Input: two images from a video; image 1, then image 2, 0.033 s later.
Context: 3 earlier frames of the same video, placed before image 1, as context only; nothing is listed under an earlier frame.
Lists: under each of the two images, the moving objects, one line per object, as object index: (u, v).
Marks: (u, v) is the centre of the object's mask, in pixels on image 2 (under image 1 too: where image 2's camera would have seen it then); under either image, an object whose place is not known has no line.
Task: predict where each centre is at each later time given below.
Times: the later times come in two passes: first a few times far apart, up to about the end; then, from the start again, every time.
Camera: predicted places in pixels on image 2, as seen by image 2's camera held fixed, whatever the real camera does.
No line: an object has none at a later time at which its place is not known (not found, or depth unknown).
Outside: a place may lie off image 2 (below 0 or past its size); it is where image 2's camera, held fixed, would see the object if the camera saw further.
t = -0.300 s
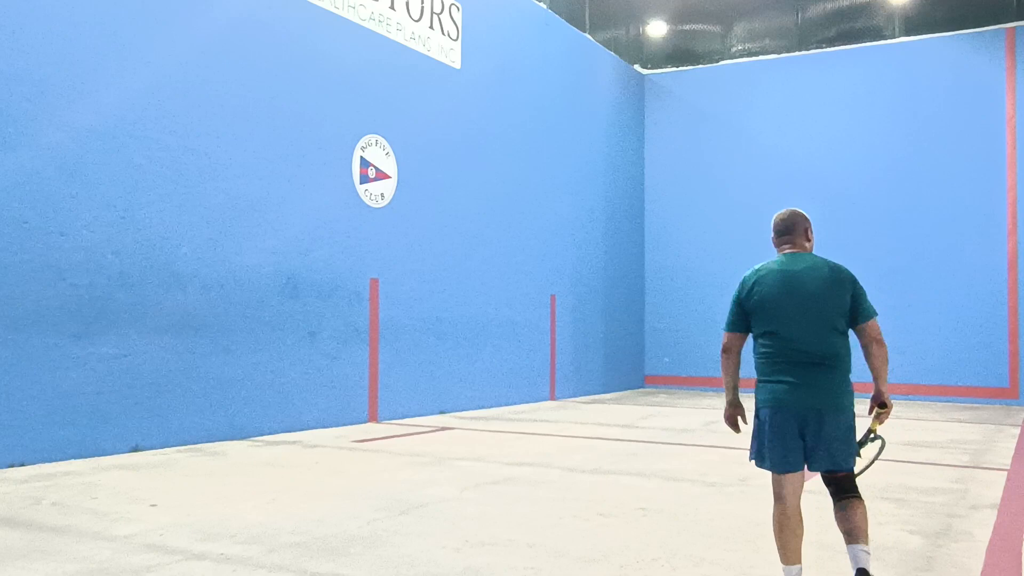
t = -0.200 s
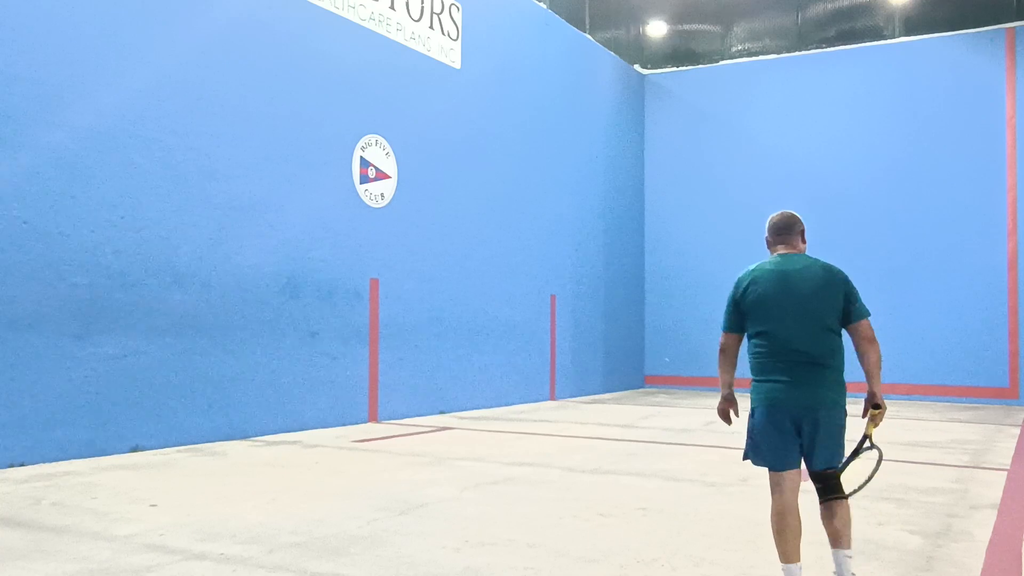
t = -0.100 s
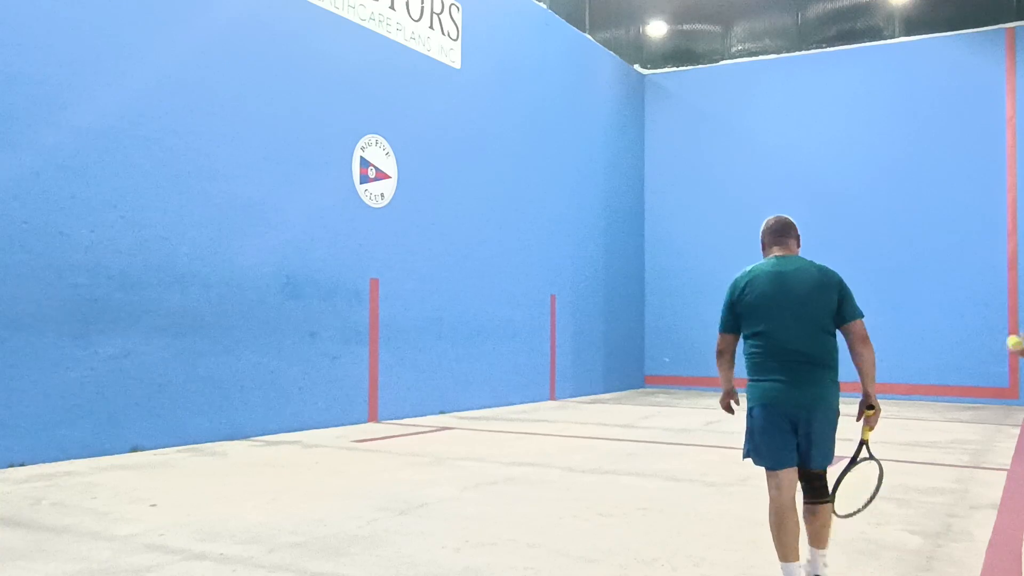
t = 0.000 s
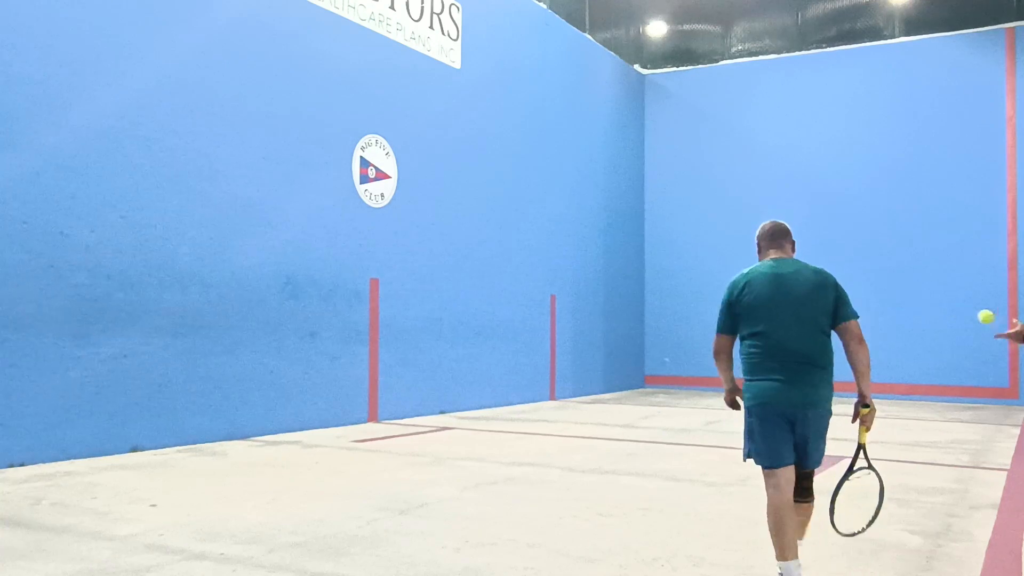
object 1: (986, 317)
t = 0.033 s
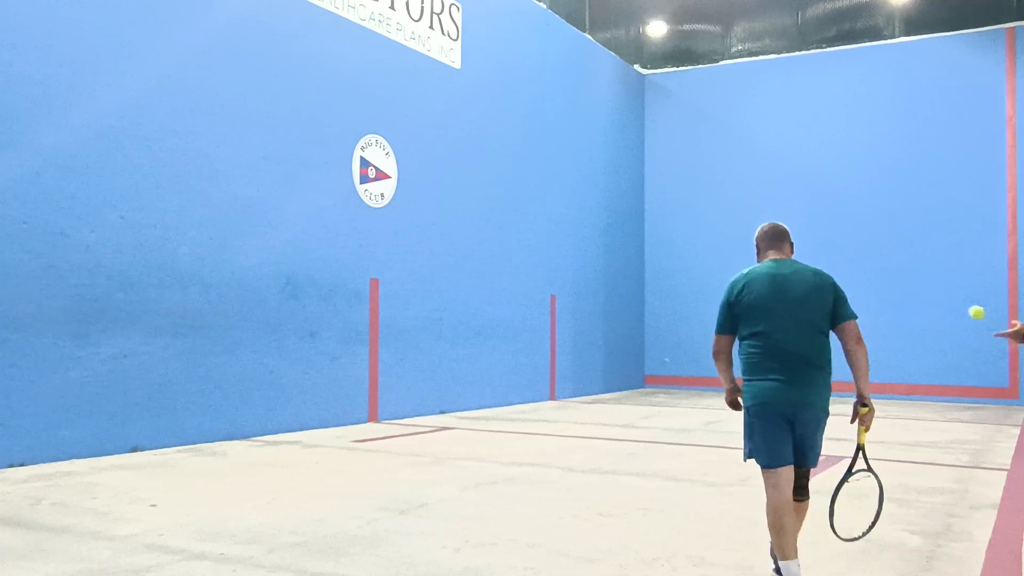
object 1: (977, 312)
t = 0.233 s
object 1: (924, 328)
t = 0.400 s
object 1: (884, 393)
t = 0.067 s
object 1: (967, 310)
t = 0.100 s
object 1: (958, 310)
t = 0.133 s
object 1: (949, 311)
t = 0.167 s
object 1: (941, 315)
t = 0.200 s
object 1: (932, 321)
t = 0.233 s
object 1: (924, 328)
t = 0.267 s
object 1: (916, 338)
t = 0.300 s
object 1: (907, 349)
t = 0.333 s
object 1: (899, 362)
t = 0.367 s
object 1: (891, 377)
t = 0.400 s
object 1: (884, 393)
